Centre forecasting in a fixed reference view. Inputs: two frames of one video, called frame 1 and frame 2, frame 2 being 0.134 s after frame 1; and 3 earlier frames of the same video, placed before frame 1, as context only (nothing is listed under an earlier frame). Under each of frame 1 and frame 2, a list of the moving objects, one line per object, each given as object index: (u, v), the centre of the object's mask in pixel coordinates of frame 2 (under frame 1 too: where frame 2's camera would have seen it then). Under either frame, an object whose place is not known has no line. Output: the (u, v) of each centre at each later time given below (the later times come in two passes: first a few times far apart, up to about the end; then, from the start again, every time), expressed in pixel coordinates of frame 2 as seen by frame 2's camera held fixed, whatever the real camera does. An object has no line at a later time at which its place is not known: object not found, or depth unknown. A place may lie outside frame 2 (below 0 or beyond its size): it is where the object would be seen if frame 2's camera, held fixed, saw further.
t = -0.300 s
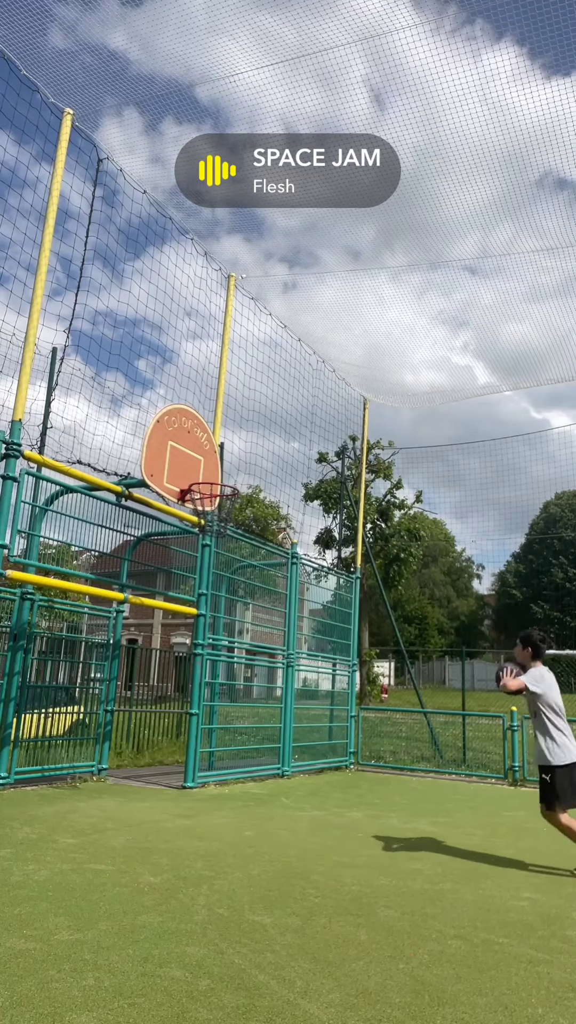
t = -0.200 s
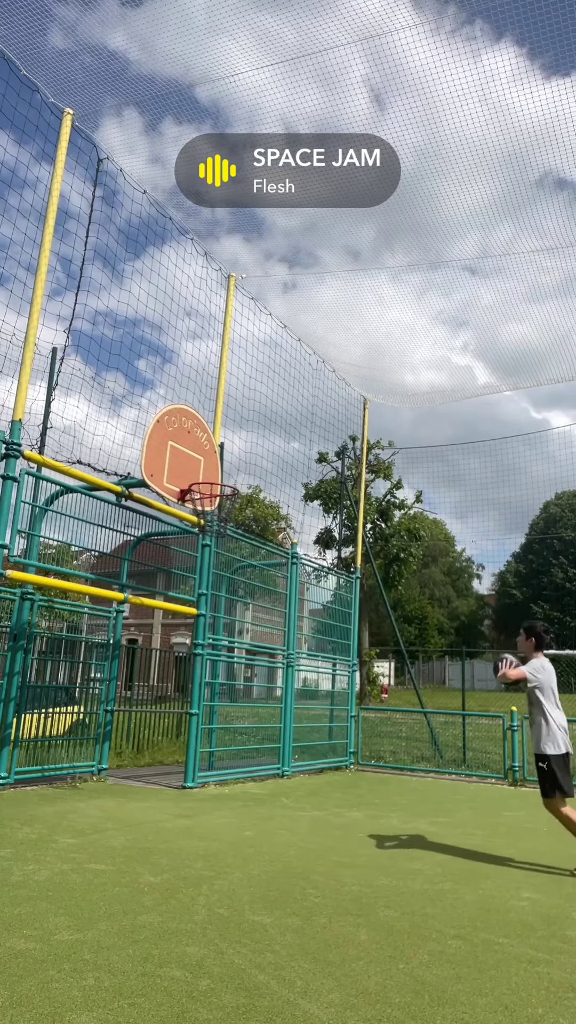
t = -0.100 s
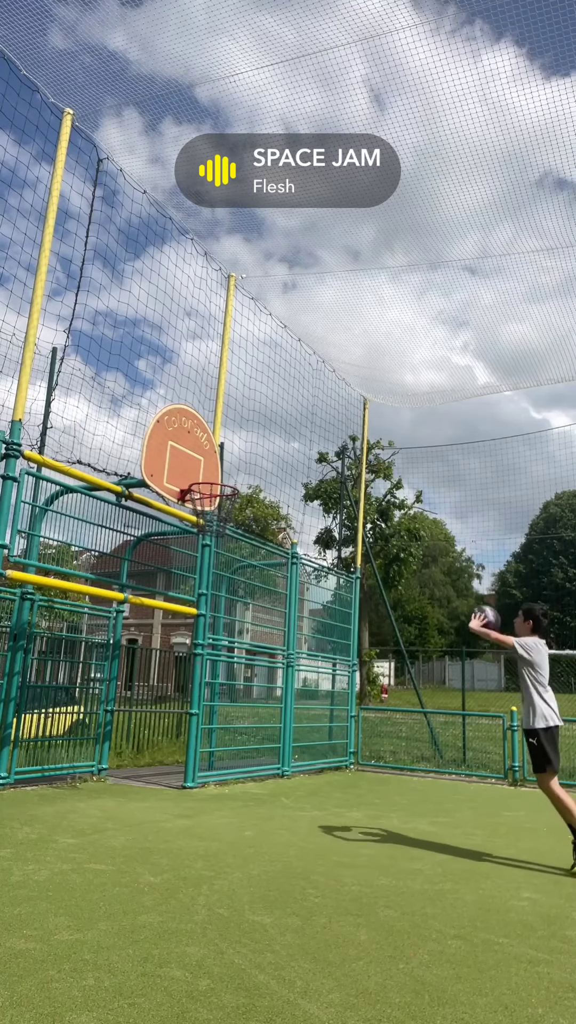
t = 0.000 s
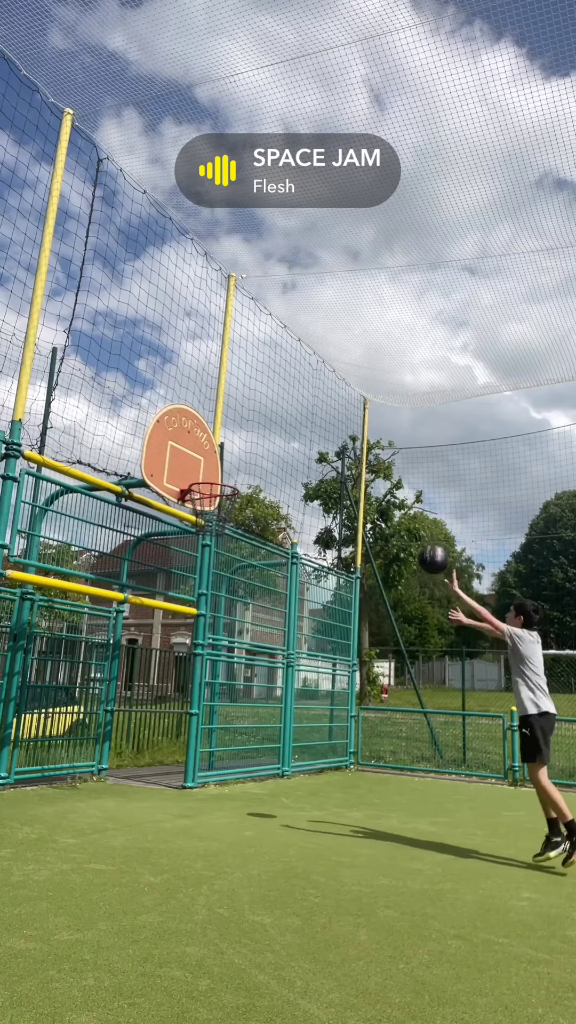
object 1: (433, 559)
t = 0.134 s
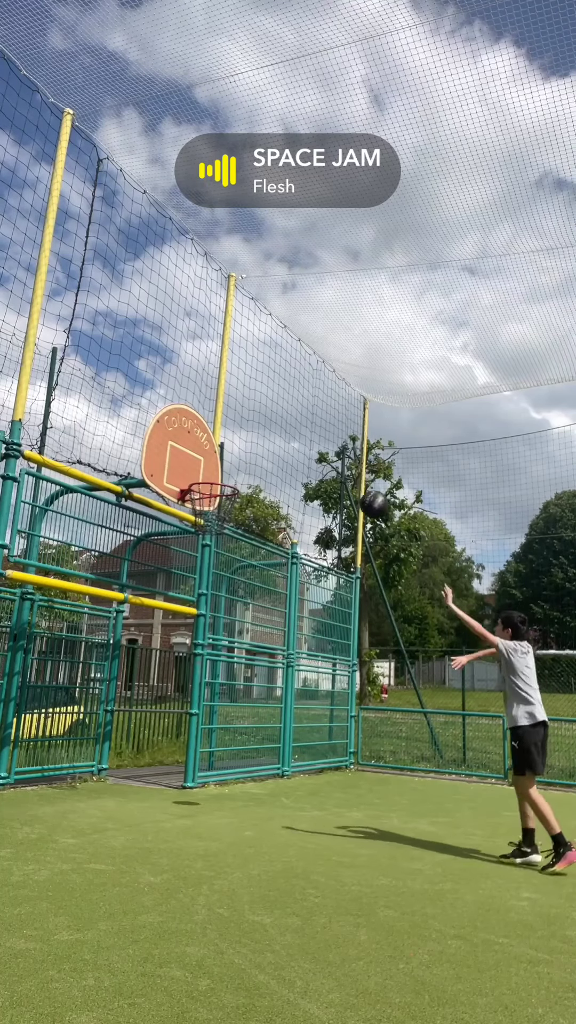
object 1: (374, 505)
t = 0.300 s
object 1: (308, 470)
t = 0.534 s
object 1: (227, 473)
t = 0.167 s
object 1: (361, 495)
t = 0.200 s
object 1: (346, 487)
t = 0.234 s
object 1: (333, 480)
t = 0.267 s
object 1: (321, 474)
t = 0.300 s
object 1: (308, 470)
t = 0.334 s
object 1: (296, 467)
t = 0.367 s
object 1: (284, 465)
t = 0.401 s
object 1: (272, 465)
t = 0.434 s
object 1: (261, 465)
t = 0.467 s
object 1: (249, 467)
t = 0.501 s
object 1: (238, 470)
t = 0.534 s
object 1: (227, 473)
